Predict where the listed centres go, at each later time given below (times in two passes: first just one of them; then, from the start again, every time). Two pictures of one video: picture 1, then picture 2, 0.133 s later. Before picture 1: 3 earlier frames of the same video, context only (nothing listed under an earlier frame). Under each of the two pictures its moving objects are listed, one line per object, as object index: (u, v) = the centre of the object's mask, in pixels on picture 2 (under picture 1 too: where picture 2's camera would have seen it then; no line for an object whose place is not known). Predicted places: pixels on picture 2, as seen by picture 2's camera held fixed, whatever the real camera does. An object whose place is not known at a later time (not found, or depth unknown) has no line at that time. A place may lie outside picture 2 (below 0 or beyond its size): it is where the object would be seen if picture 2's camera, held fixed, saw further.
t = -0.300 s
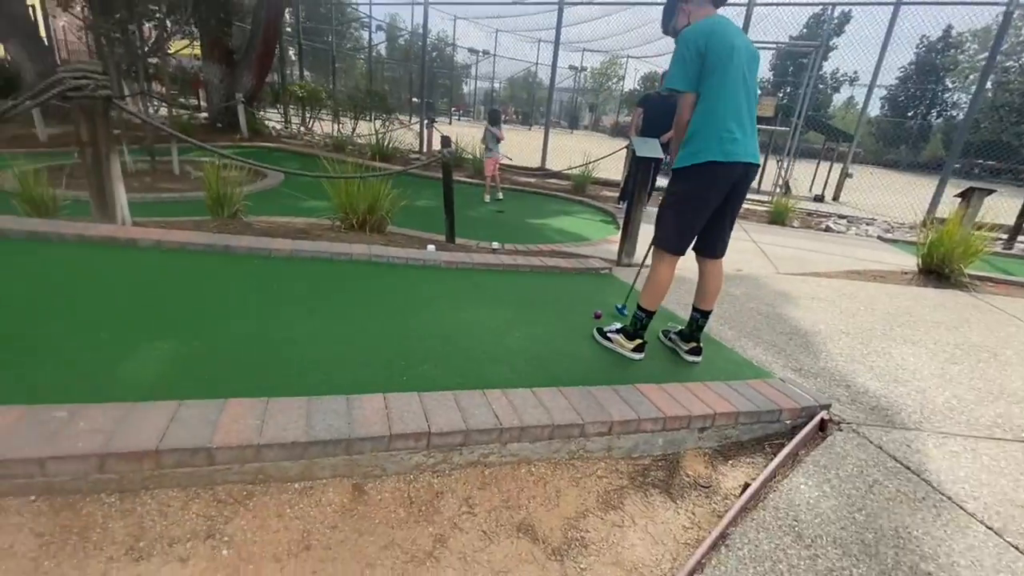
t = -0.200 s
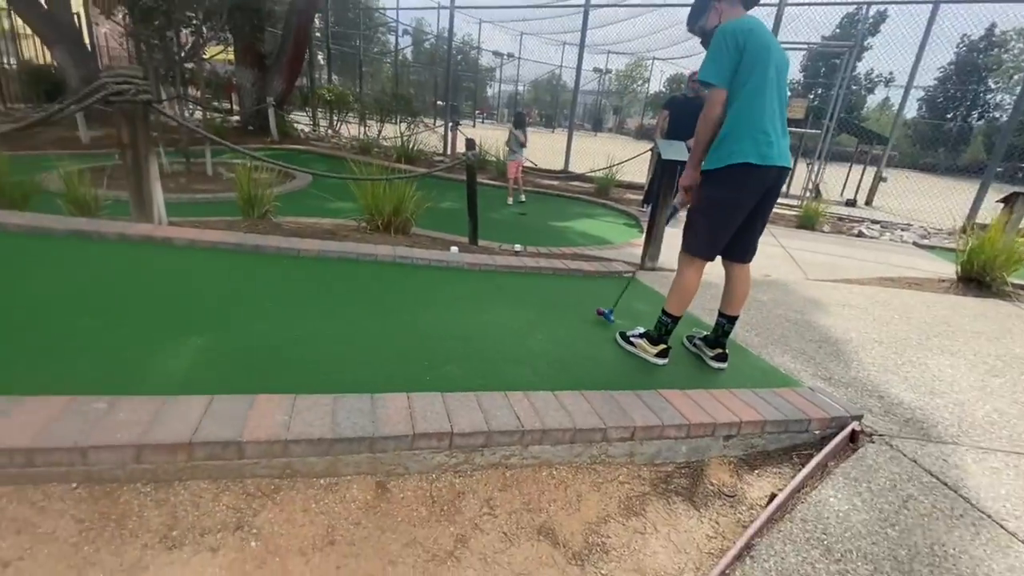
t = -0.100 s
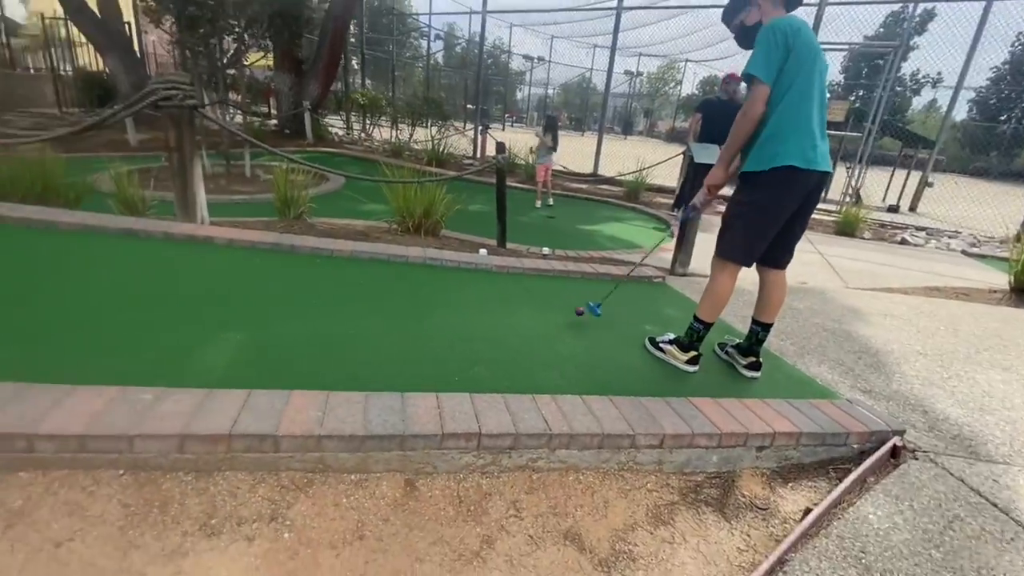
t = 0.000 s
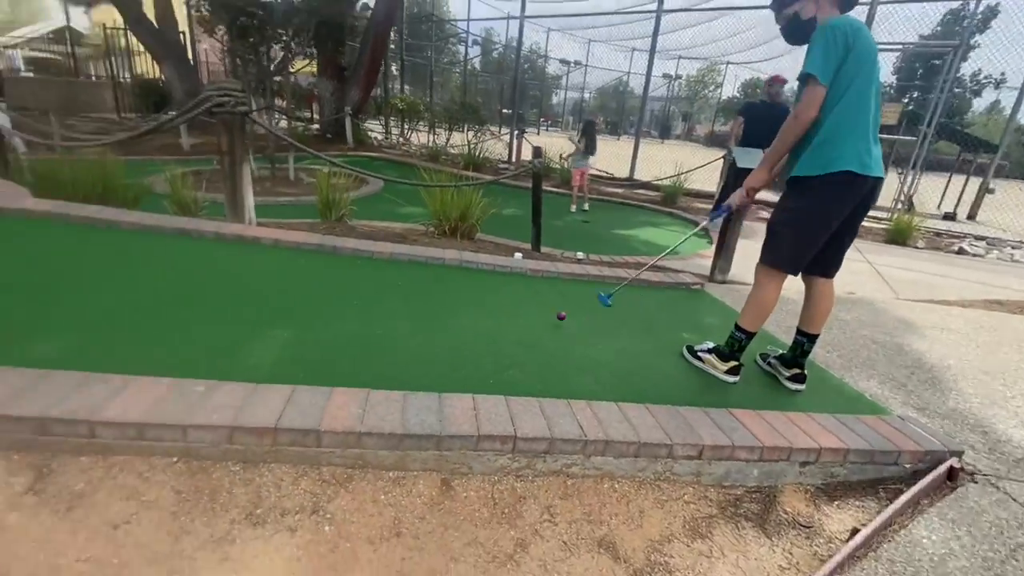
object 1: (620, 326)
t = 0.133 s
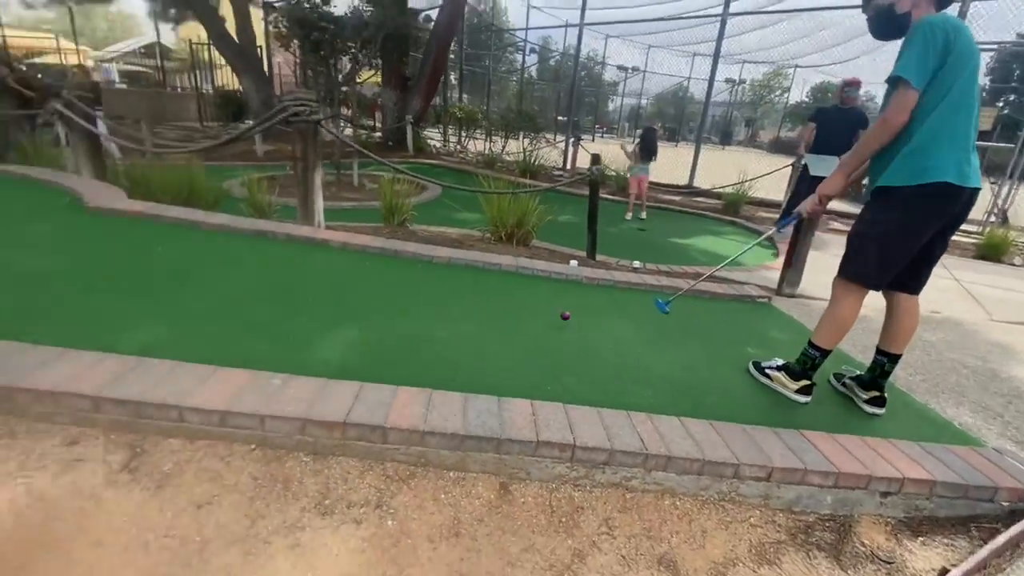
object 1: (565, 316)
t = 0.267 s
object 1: (510, 310)
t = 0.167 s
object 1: (550, 319)
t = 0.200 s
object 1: (536, 319)
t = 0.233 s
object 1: (523, 314)
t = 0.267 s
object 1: (510, 310)
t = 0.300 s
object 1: (496, 309)
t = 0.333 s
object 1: (482, 310)
